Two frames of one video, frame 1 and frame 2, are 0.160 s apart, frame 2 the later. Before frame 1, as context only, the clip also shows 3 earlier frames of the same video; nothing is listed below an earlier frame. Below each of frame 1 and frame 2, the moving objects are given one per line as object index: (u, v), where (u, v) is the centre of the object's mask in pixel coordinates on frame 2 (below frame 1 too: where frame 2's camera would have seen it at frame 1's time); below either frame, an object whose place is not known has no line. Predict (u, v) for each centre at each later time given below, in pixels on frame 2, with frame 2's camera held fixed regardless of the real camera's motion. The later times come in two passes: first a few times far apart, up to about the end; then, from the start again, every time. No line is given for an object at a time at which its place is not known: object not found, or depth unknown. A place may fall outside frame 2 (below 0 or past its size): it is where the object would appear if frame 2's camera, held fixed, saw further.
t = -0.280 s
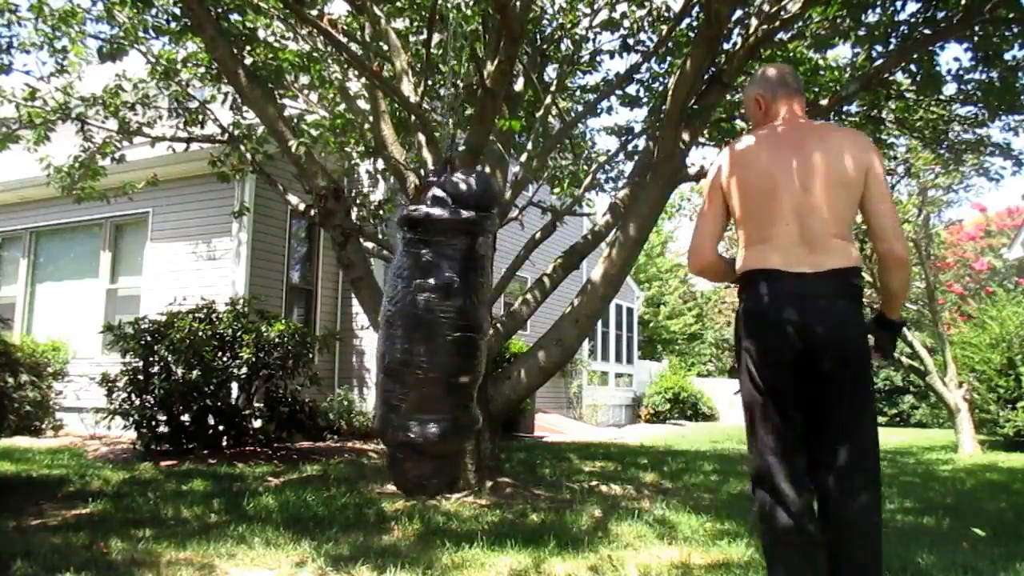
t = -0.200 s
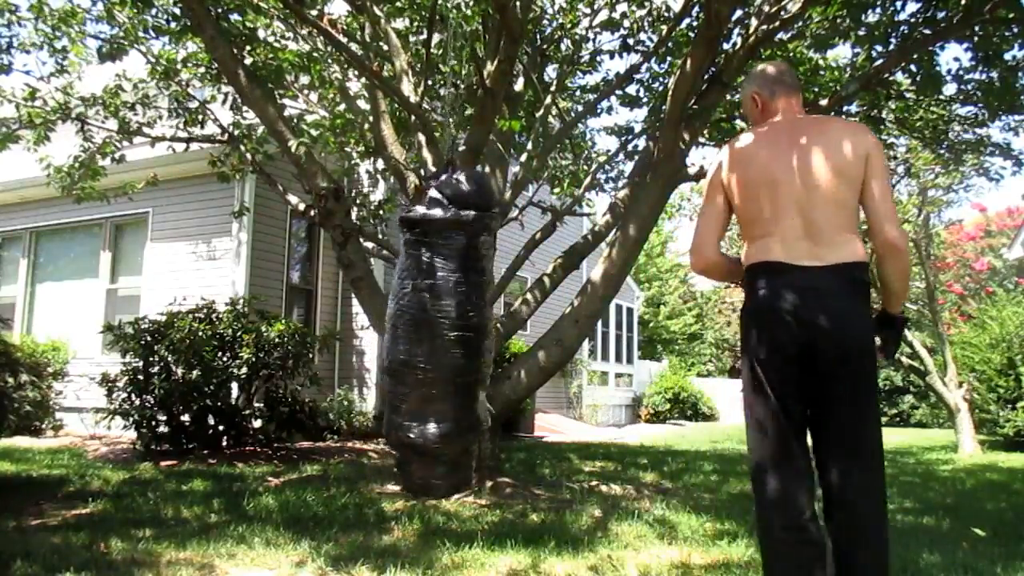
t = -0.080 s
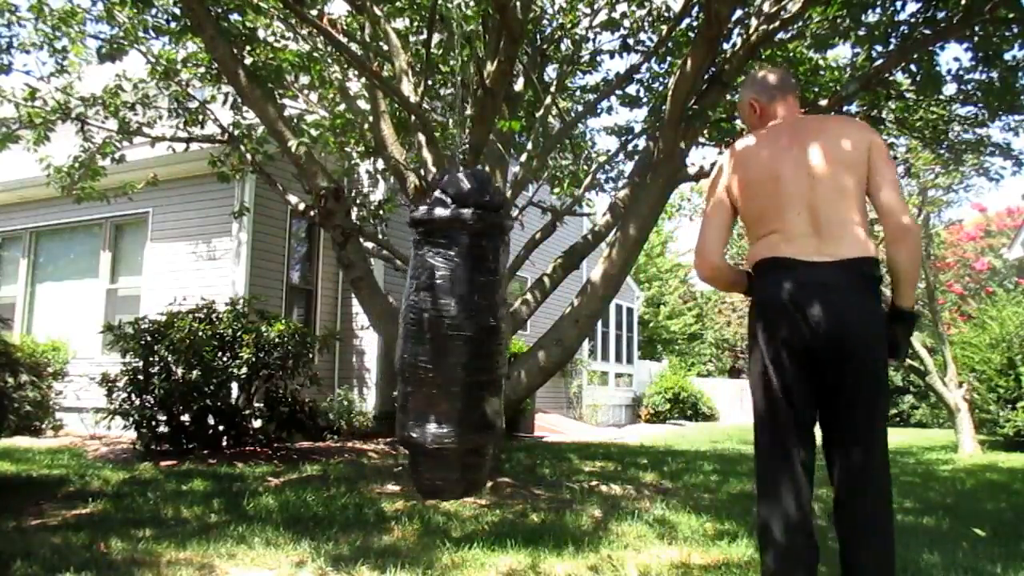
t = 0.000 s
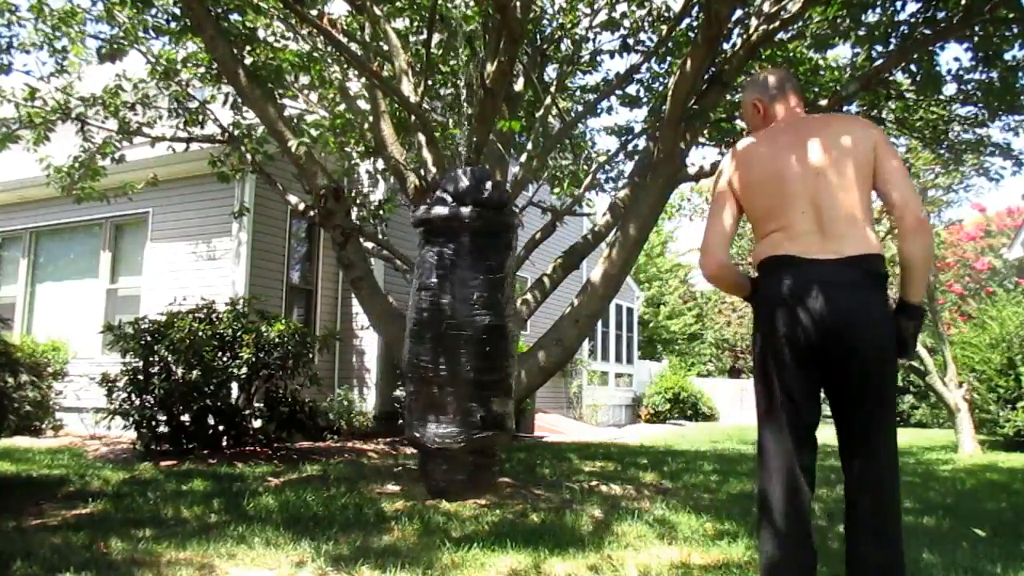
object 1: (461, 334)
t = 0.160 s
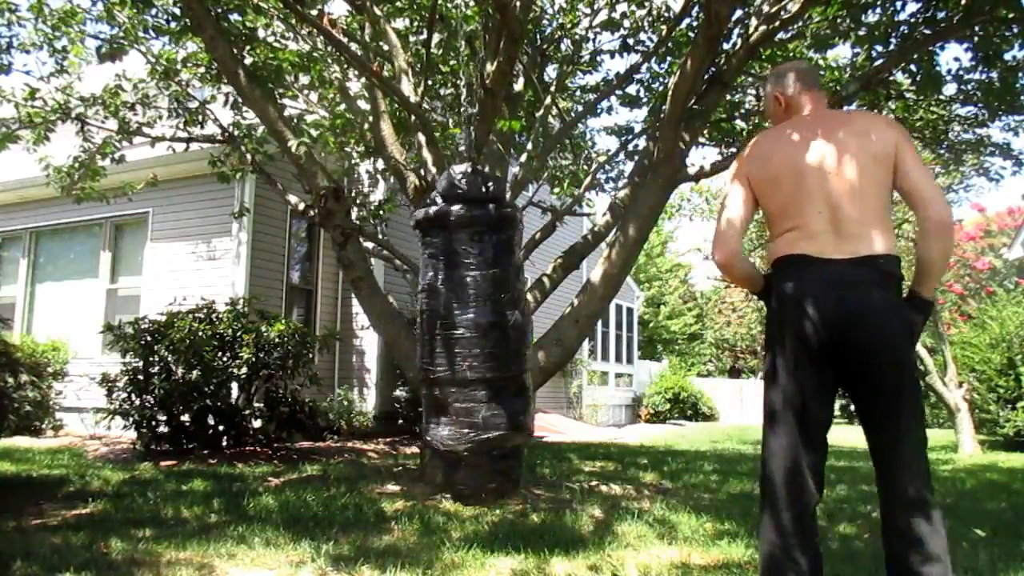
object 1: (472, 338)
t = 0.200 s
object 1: (476, 337)
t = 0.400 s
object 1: (492, 335)
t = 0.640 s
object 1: (498, 332)
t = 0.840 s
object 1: (496, 330)
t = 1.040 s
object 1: (485, 328)
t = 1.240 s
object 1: (467, 332)
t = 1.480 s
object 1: (442, 336)
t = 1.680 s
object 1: (429, 342)
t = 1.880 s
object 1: (419, 339)
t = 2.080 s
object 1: (420, 336)
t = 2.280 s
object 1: (433, 345)
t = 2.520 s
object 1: (448, 337)
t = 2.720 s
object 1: (463, 335)
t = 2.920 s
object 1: (478, 341)
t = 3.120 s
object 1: (493, 339)
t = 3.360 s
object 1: (501, 338)
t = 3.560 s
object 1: (499, 337)
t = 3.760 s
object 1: (489, 336)
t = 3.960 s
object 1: (471, 335)
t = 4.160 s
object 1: (451, 337)
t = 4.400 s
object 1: (432, 341)
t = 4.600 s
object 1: (421, 344)
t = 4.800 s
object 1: (418, 339)
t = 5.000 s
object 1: (430, 343)
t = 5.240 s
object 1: (443, 334)
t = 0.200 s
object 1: (476, 337)
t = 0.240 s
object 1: (479, 337)
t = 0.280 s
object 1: (482, 338)
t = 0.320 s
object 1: (484, 336)
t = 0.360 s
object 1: (488, 335)
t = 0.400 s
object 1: (492, 335)
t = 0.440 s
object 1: (494, 333)
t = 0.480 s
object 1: (495, 334)
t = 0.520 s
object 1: (496, 334)
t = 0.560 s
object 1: (497, 334)
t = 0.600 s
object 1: (498, 333)
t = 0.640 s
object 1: (498, 332)
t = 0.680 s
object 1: (497, 331)
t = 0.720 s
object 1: (497, 330)
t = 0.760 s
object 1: (497, 329)
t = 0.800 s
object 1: (496, 330)
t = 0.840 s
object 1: (496, 330)
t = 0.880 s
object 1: (495, 330)
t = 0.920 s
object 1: (493, 329)
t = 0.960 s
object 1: (491, 330)
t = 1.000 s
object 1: (487, 329)
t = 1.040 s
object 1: (485, 328)
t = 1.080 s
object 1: (482, 328)
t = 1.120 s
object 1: (479, 331)
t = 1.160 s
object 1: (475, 331)
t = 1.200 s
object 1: (471, 332)
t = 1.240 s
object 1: (467, 332)
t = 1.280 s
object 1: (463, 332)
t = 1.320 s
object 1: (459, 333)
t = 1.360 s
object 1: (454, 335)
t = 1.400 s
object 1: (451, 336)
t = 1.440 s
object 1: (447, 335)
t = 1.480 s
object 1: (442, 336)
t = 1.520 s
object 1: (439, 337)
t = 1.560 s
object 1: (436, 338)
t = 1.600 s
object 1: (433, 340)
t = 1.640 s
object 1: (431, 341)
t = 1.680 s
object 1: (429, 342)
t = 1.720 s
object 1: (426, 342)
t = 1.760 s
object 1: (423, 341)
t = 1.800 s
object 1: (422, 340)
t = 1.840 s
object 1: (419, 339)
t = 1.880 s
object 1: (419, 339)
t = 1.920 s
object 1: (418, 338)
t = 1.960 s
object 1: (419, 338)
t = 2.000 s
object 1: (419, 338)
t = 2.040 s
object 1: (419, 337)
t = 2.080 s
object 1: (420, 336)
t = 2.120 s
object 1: (422, 337)
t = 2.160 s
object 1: (423, 338)
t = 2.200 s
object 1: (425, 339)
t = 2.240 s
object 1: (431, 345)
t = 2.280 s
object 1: (433, 345)
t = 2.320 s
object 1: (435, 344)
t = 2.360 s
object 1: (437, 343)
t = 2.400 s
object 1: (439, 342)
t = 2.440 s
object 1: (442, 340)
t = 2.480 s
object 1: (445, 339)
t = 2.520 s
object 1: (448, 337)
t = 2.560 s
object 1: (451, 338)
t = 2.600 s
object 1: (453, 337)
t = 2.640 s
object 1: (457, 336)
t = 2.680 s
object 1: (459, 336)
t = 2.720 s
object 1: (463, 335)
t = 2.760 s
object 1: (467, 335)
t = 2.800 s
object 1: (469, 335)
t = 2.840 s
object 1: (473, 338)
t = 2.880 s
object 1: (475, 340)
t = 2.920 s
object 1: (478, 341)
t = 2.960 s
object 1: (483, 336)
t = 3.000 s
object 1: (485, 336)
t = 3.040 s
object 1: (488, 336)
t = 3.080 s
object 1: (491, 337)
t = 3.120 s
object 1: (493, 339)
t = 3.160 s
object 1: (495, 340)
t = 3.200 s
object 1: (497, 340)
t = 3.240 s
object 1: (499, 339)
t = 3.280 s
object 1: (500, 339)
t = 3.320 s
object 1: (500, 338)
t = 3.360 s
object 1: (501, 338)
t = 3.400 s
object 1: (501, 338)
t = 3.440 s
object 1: (501, 337)
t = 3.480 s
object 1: (501, 337)
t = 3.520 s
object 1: (500, 336)
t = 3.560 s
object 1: (499, 337)
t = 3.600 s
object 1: (497, 338)
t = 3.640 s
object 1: (495, 337)
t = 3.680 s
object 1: (494, 337)
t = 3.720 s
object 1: (491, 337)
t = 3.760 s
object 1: (489, 336)
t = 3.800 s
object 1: (485, 336)
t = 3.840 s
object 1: (482, 336)
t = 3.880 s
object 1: (478, 335)
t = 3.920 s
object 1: (475, 335)
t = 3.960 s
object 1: (471, 335)
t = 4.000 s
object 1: (467, 336)
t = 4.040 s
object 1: (463, 335)
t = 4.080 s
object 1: (458, 336)
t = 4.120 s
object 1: (454, 336)
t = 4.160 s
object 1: (451, 337)
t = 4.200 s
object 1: (447, 338)
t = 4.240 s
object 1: (443, 338)
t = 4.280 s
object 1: (440, 338)
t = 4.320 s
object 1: (437, 339)
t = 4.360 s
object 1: (434, 340)
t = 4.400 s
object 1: (432, 341)
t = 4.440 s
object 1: (429, 342)
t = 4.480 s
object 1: (428, 342)
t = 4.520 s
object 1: (424, 343)
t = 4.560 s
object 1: (423, 344)
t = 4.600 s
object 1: (421, 344)
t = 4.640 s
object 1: (423, 346)
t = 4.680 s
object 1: (418, 342)
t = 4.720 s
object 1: (418, 342)
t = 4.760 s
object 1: (418, 341)
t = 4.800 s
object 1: (418, 339)
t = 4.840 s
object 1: (420, 340)
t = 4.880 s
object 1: (421, 341)
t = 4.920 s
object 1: (426, 346)
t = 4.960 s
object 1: (428, 344)
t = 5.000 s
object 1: (430, 343)
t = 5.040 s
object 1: (432, 342)
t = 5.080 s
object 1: (434, 339)
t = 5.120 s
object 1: (436, 338)
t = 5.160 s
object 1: (437, 336)
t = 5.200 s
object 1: (440, 335)
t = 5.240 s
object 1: (443, 334)
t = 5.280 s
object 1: (446, 333)
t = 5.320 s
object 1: (448, 333)
